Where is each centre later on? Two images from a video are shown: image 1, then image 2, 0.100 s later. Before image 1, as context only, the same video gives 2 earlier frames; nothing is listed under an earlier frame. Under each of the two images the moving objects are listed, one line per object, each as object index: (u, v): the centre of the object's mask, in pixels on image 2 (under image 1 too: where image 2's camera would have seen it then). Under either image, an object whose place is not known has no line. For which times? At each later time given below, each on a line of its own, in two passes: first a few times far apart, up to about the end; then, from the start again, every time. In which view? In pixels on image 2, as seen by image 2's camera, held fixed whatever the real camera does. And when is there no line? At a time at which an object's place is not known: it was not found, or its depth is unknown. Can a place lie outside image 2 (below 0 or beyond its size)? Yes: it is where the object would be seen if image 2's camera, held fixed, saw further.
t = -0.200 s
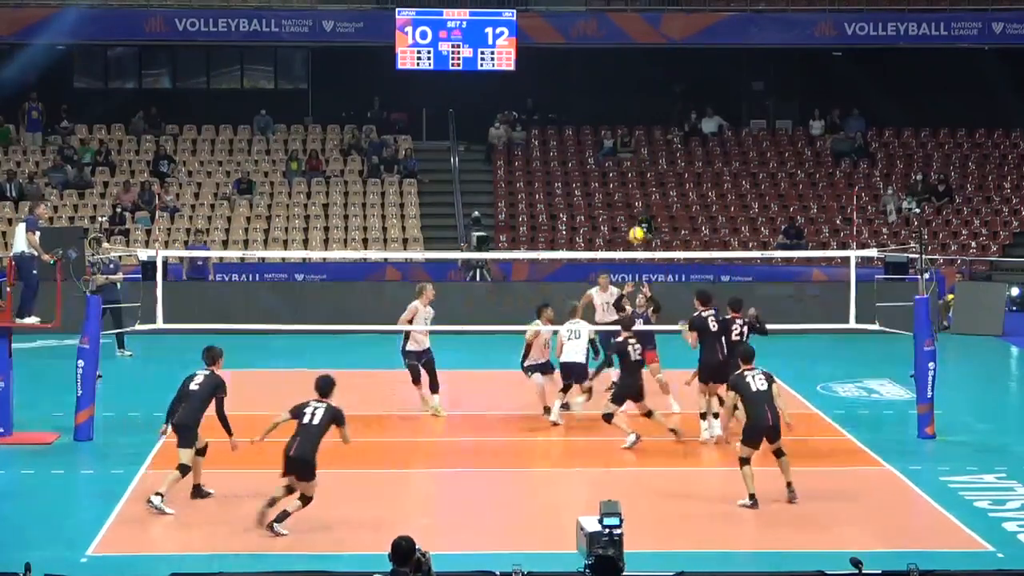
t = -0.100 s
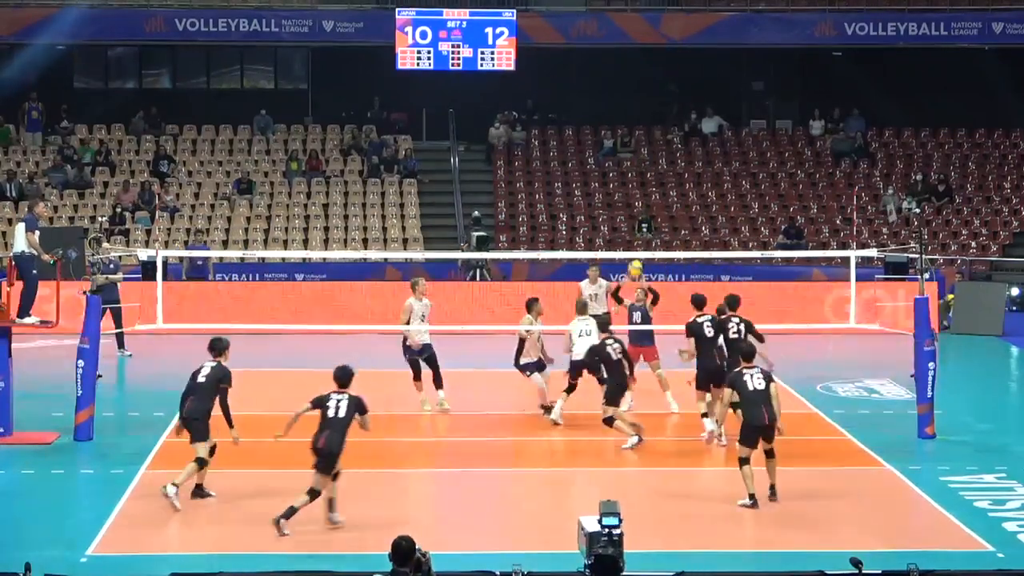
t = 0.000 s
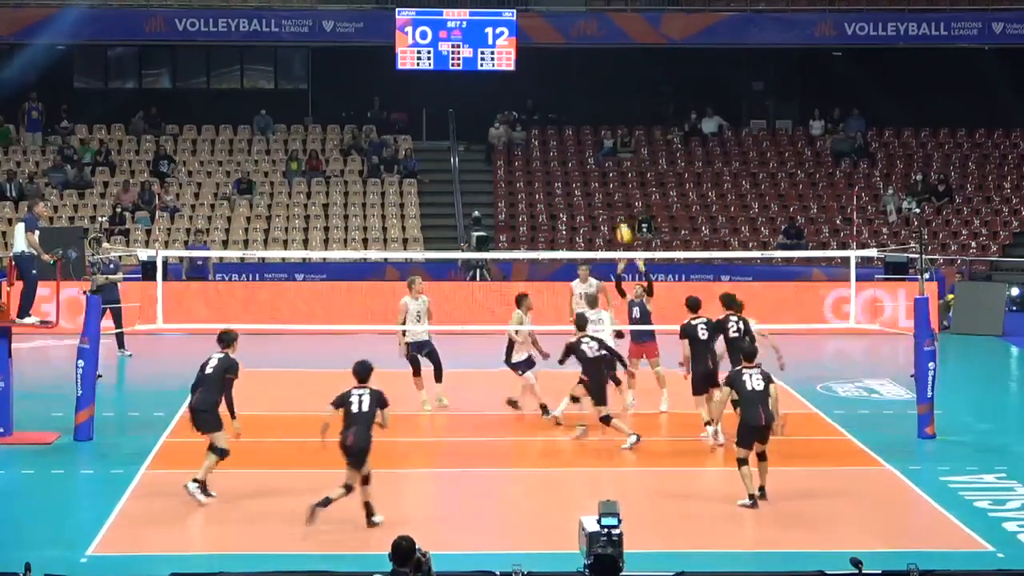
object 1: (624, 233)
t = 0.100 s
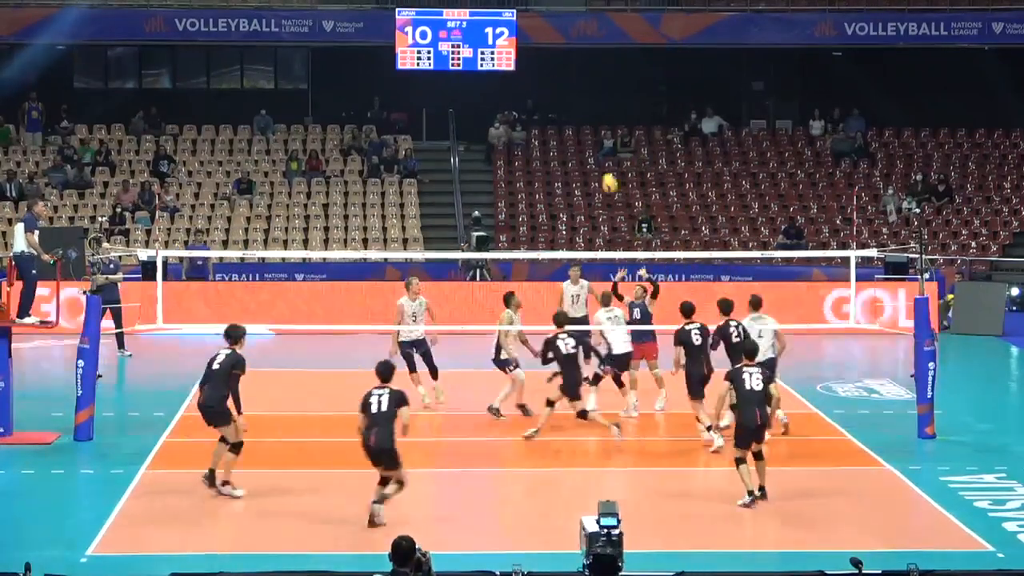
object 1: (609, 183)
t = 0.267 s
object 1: (586, 114)
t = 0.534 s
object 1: (547, 48)
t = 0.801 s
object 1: (510, 32)
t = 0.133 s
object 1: (605, 168)
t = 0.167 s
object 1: (600, 153)
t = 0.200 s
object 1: (595, 140)
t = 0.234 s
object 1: (591, 127)
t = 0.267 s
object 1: (586, 114)
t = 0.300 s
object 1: (581, 104)
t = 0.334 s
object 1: (577, 94)
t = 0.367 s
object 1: (572, 84)
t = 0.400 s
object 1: (567, 75)
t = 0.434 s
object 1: (562, 67)
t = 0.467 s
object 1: (557, 60)
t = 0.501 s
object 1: (552, 54)
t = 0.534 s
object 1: (547, 48)
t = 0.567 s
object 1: (542, 44)
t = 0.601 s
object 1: (538, 40)
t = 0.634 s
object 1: (533, 37)
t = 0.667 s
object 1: (528, 34)
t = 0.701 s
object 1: (524, 32)
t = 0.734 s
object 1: (519, 31)
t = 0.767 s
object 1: (515, 31)
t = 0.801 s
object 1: (510, 32)
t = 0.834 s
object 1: (504, 33)
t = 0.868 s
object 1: (501, 35)
